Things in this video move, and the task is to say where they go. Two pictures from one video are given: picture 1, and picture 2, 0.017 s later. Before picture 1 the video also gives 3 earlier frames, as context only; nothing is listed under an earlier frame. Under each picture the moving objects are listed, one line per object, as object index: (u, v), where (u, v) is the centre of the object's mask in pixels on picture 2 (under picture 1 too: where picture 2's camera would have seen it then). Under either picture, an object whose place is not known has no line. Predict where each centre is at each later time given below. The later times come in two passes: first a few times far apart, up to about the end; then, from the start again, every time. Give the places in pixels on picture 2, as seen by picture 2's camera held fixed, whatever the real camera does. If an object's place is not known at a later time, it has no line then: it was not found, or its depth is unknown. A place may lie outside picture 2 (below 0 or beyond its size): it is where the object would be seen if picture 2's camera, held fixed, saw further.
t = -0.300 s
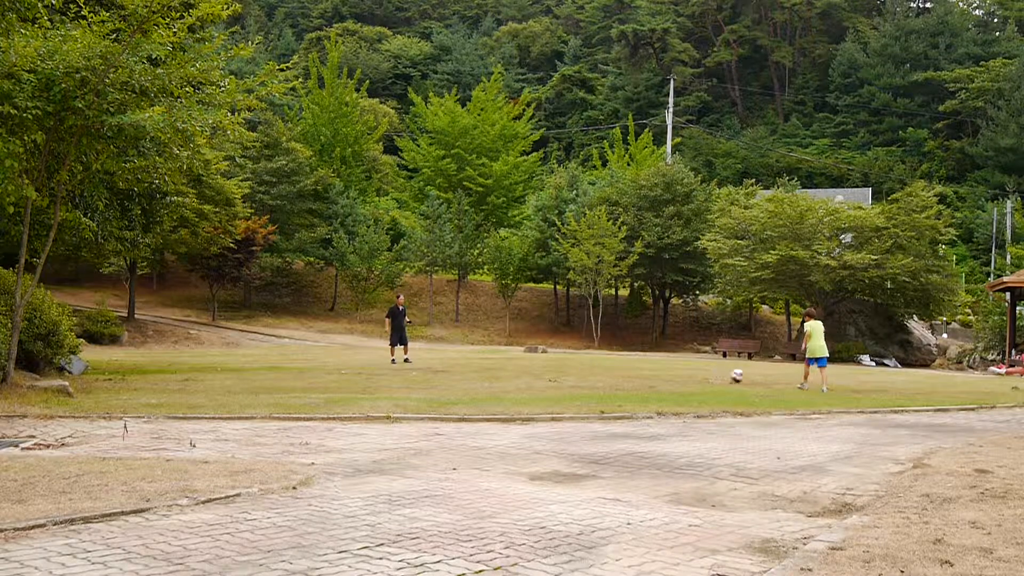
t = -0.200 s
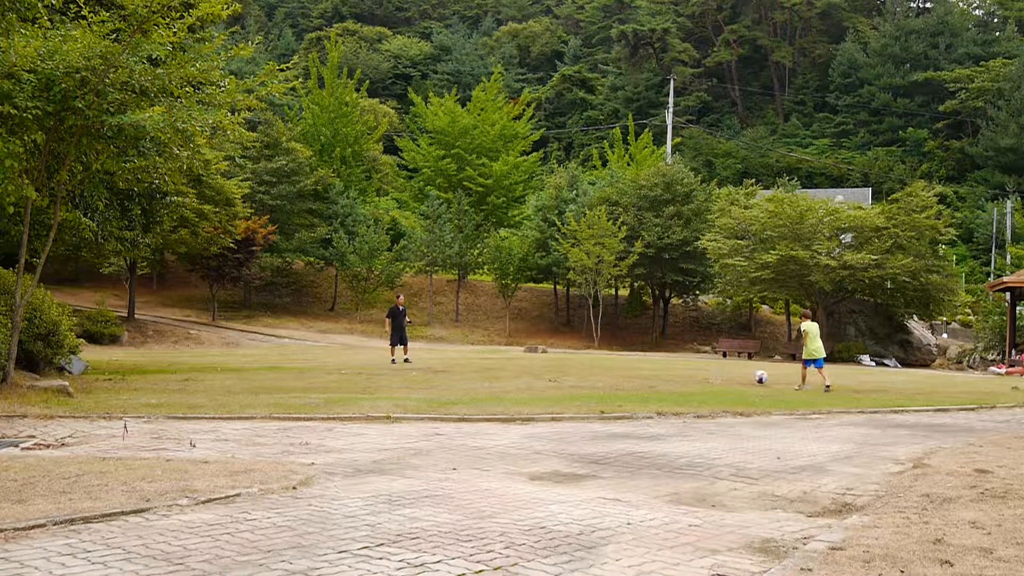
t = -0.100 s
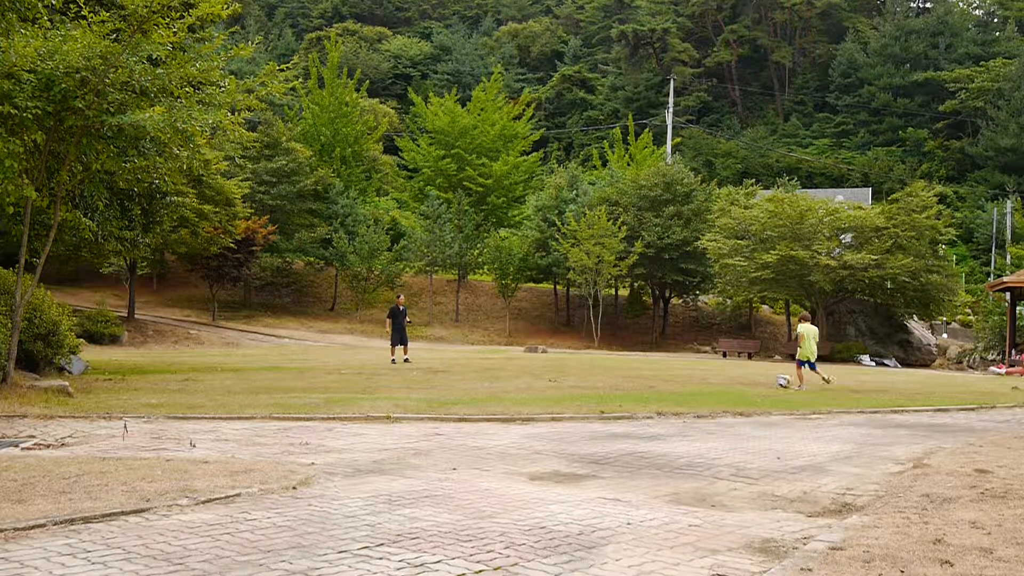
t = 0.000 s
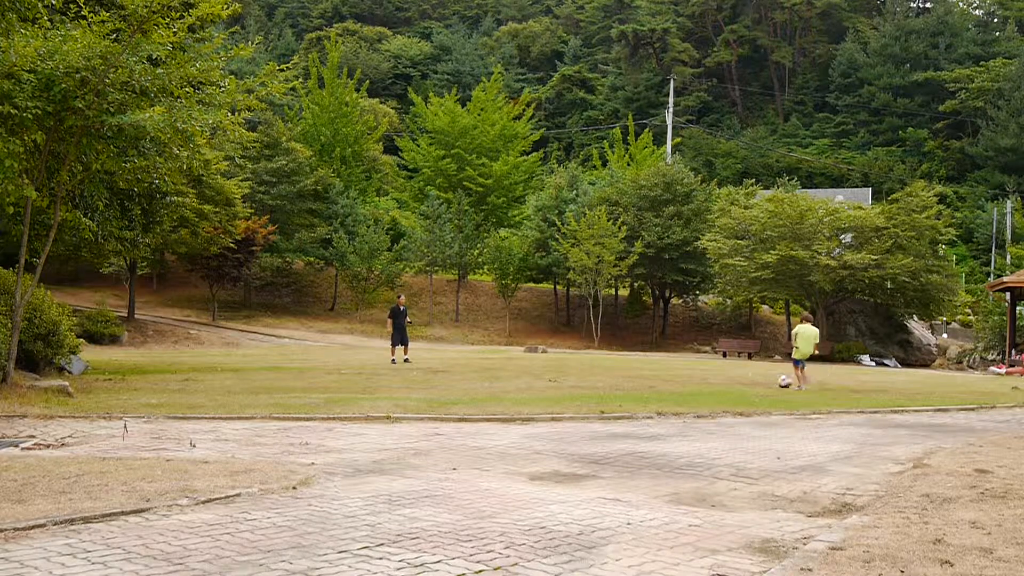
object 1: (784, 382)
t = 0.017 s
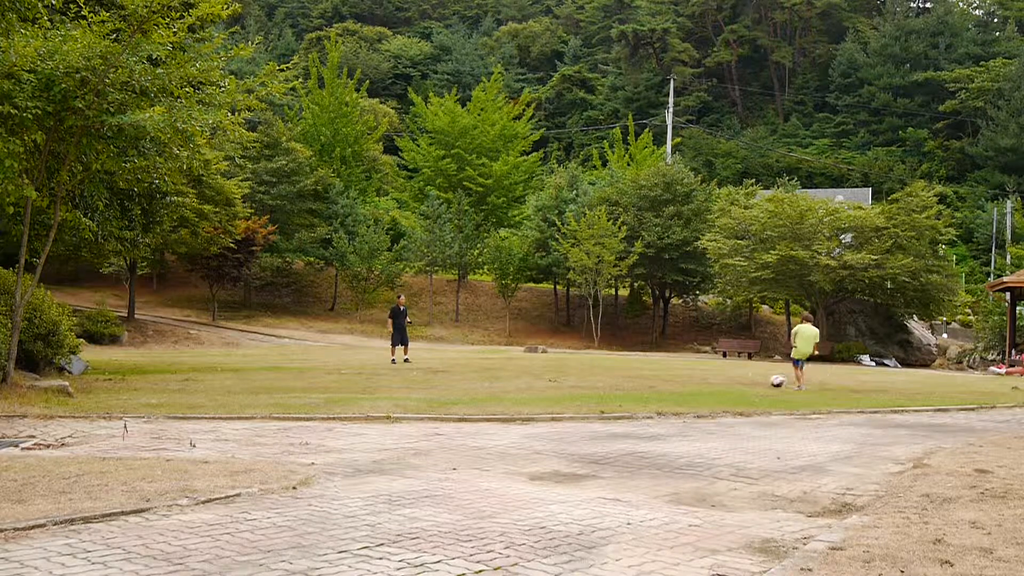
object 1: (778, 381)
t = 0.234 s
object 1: (690, 373)
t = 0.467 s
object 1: (618, 370)
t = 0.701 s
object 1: (563, 367)
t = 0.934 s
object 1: (518, 365)
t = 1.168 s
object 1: (474, 365)
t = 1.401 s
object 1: (438, 365)
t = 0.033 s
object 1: (769, 379)
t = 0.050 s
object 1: (762, 379)
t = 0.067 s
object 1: (755, 377)
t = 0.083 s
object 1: (748, 376)
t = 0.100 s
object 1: (742, 376)
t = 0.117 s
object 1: (733, 375)
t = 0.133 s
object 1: (727, 374)
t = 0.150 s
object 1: (721, 374)
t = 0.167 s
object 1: (714, 374)
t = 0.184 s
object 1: (708, 374)
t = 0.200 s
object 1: (701, 374)
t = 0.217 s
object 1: (696, 373)
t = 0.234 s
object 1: (690, 373)
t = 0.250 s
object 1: (684, 370)
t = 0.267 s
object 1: (678, 369)
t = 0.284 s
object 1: (673, 368)
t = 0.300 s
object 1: (668, 368)
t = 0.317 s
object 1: (663, 367)
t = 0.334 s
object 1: (657, 367)
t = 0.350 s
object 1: (652, 367)
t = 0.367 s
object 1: (648, 367)
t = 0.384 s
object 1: (642, 366)
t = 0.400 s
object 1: (637, 367)
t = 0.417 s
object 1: (631, 367)
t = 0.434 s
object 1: (626, 368)
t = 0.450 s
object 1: (621, 368)
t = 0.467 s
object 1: (618, 370)
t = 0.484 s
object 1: (613, 369)
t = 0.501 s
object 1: (608, 368)
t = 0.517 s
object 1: (606, 367)
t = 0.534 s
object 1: (601, 367)
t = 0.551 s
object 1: (597, 366)
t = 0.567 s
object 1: (593, 366)
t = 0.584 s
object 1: (588, 366)
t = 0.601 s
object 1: (585, 366)
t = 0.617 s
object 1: (582, 365)
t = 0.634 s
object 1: (578, 366)
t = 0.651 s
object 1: (572, 366)
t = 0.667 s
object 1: (570, 366)
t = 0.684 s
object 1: (566, 367)
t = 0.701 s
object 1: (563, 367)
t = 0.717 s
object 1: (559, 368)
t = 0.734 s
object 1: (555, 368)
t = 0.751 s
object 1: (552, 367)
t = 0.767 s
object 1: (550, 366)
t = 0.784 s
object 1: (546, 366)
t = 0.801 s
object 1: (543, 365)
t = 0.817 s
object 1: (540, 364)
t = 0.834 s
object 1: (536, 364)
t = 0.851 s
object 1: (533, 364)
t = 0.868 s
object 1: (530, 364)
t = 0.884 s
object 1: (527, 364)
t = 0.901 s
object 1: (523, 364)
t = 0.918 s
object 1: (521, 364)
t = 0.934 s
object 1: (518, 365)
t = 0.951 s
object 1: (514, 366)
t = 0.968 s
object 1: (511, 367)
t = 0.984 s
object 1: (508, 367)
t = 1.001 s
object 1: (505, 367)
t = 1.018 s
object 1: (502, 366)
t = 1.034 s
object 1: (499, 366)
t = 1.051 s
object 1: (497, 366)
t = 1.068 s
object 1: (494, 366)
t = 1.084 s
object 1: (490, 366)
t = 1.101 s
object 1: (487, 366)
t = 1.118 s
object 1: (485, 366)
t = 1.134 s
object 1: (482, 366)
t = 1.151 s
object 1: (478, 366)
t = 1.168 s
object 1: (474, 365)
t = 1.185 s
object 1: (473, 365)
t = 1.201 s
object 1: (470, 365)
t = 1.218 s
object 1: (467, 365)
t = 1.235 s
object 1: (465, 365)
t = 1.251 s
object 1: (460, 366)
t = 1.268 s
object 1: (459, 366)
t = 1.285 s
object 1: (456, 365)
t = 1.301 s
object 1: (453, 364)
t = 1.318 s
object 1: (450, 364)
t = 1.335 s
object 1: (448, 364)
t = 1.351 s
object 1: (446, 364)
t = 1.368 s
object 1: (442, 364)
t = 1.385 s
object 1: (439, 364)
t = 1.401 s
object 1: (438, 365)
